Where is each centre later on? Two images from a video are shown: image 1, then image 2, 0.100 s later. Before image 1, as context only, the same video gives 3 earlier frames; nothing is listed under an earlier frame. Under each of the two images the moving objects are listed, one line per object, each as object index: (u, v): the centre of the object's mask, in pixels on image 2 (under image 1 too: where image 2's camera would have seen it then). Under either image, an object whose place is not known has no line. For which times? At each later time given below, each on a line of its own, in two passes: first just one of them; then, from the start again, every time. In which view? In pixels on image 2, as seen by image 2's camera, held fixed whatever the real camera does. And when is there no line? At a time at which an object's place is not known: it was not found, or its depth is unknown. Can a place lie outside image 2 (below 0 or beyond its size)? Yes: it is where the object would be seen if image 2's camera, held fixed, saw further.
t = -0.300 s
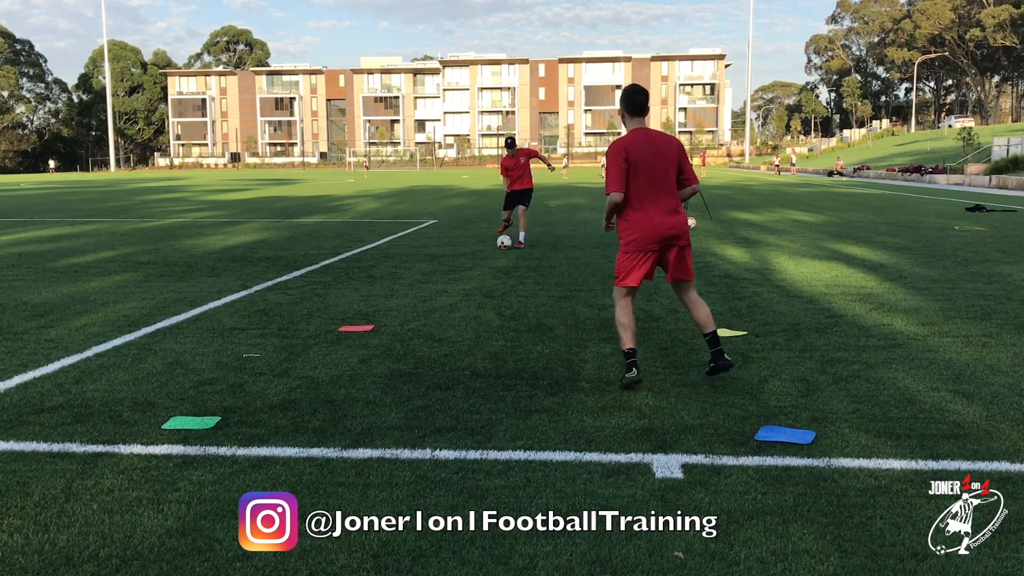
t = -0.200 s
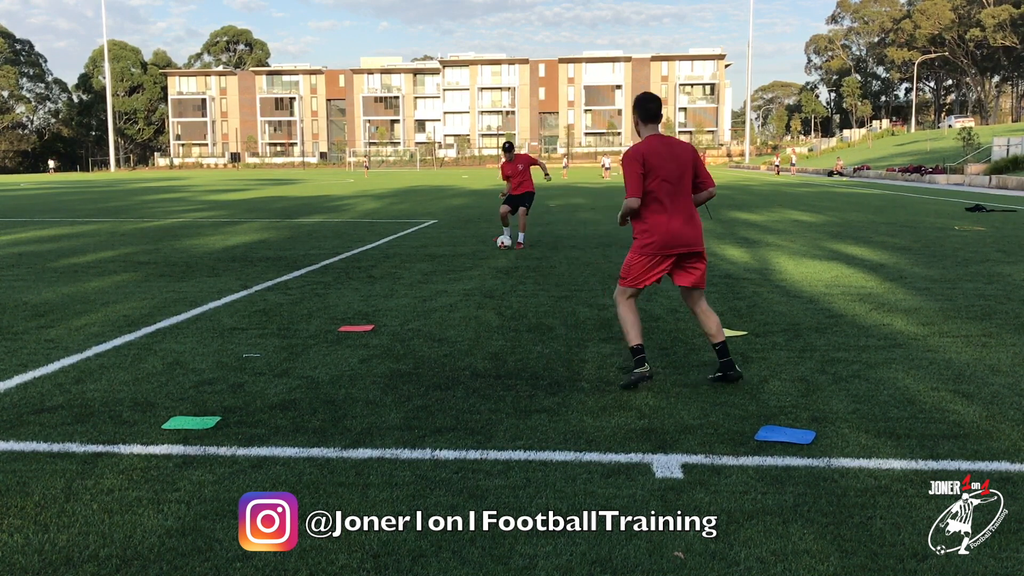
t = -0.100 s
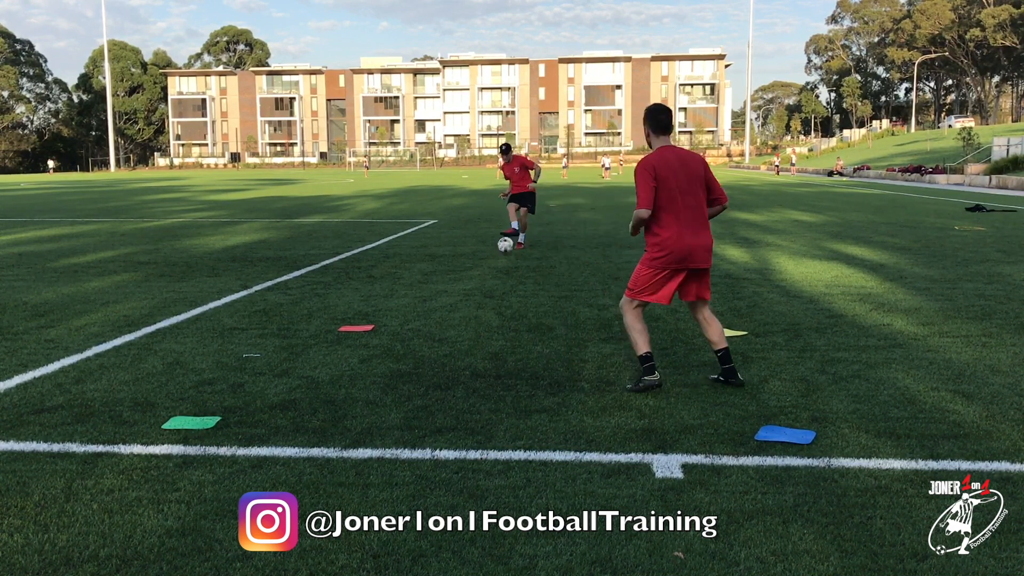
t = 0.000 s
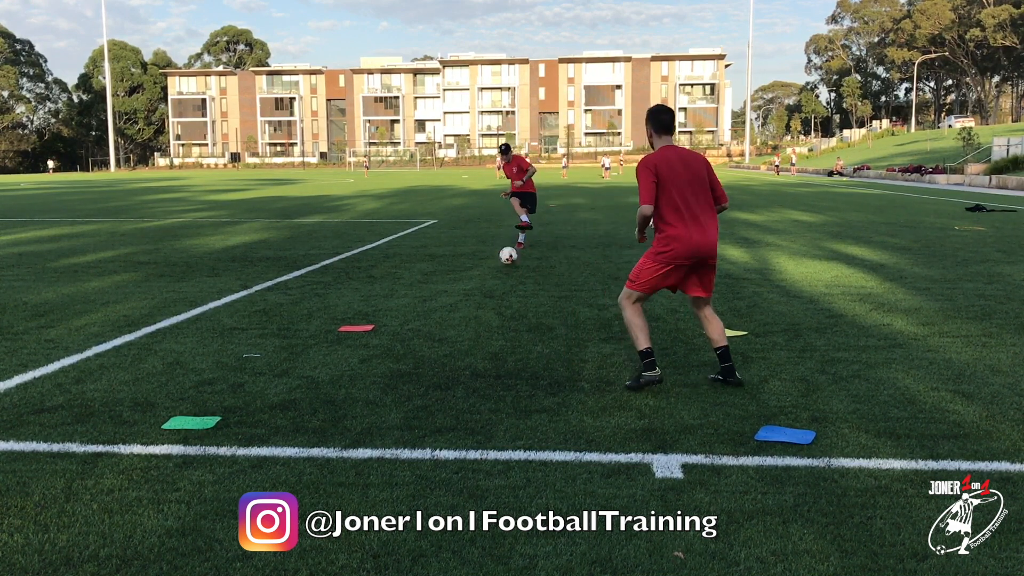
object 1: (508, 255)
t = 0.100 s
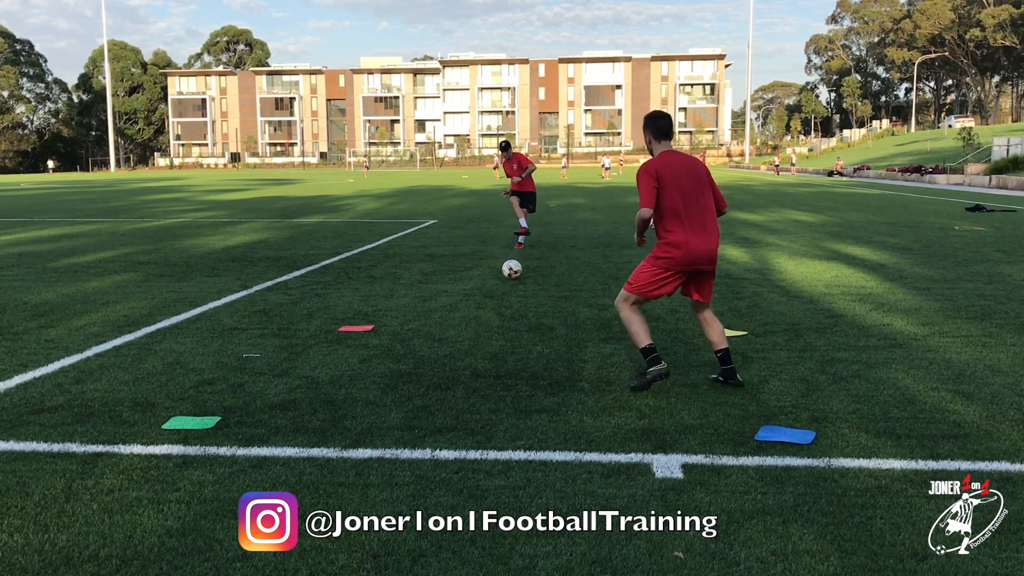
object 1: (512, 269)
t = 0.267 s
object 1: (520, 295)
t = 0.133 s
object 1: (513, 273)
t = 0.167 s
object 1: (515, 279)
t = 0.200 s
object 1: (516, 285)
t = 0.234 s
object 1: (518, 290)
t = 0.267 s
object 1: (520, 295)
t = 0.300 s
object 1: (522, 300)
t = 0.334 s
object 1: (524, 308)
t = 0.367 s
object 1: (527, 318)
